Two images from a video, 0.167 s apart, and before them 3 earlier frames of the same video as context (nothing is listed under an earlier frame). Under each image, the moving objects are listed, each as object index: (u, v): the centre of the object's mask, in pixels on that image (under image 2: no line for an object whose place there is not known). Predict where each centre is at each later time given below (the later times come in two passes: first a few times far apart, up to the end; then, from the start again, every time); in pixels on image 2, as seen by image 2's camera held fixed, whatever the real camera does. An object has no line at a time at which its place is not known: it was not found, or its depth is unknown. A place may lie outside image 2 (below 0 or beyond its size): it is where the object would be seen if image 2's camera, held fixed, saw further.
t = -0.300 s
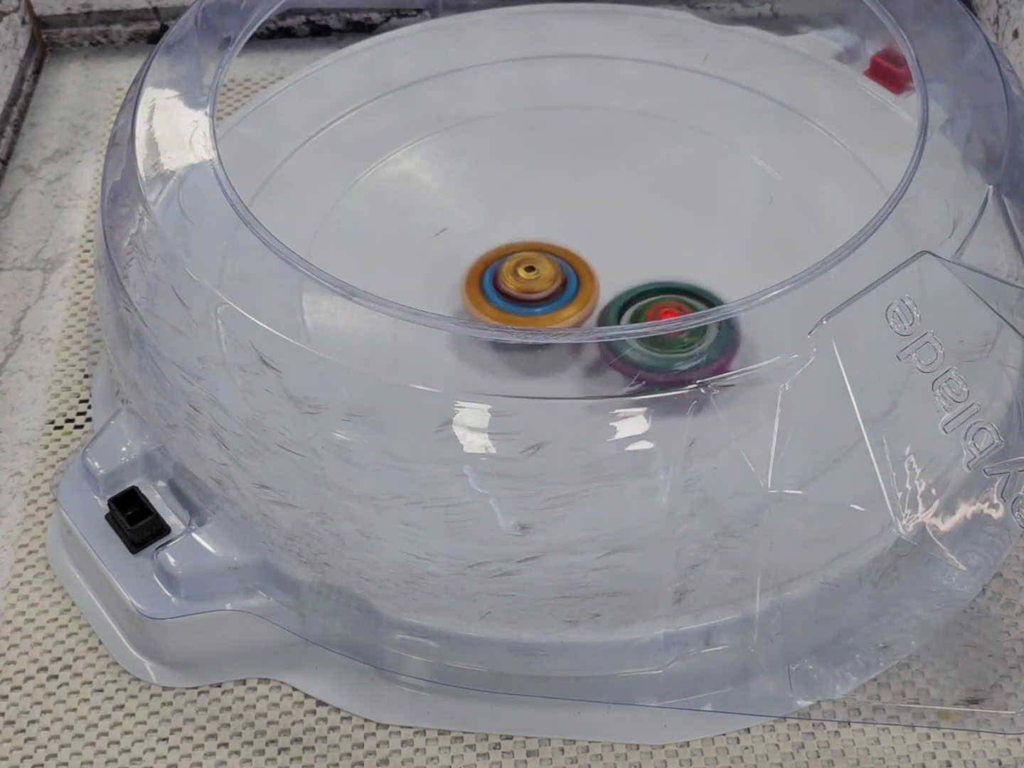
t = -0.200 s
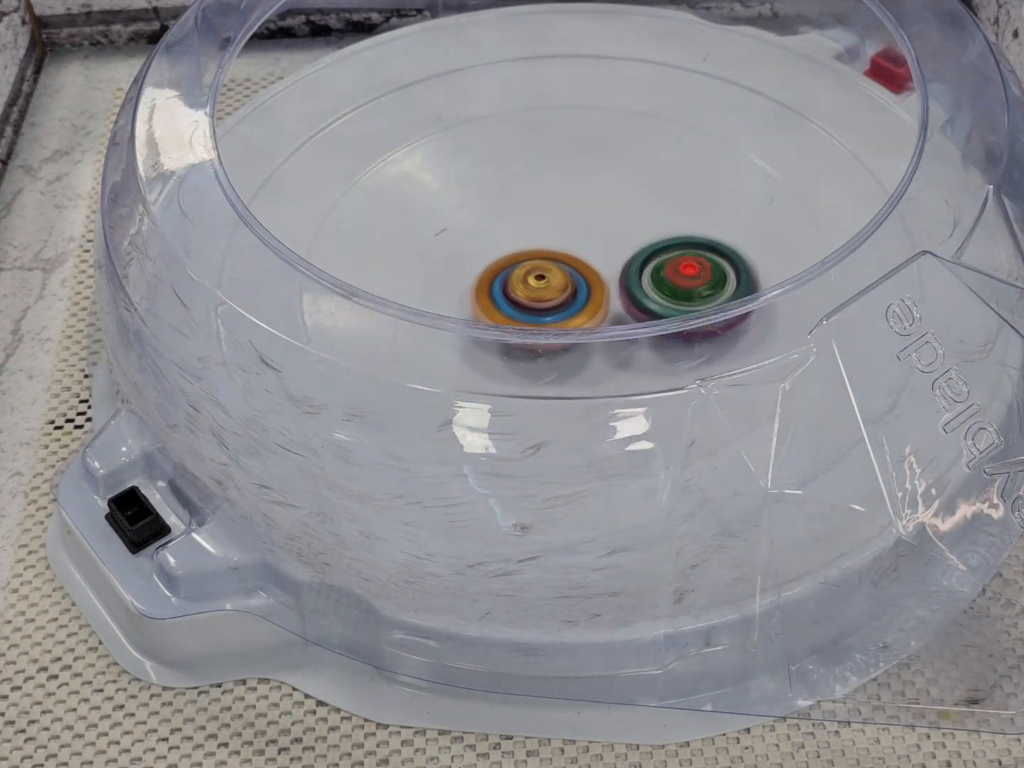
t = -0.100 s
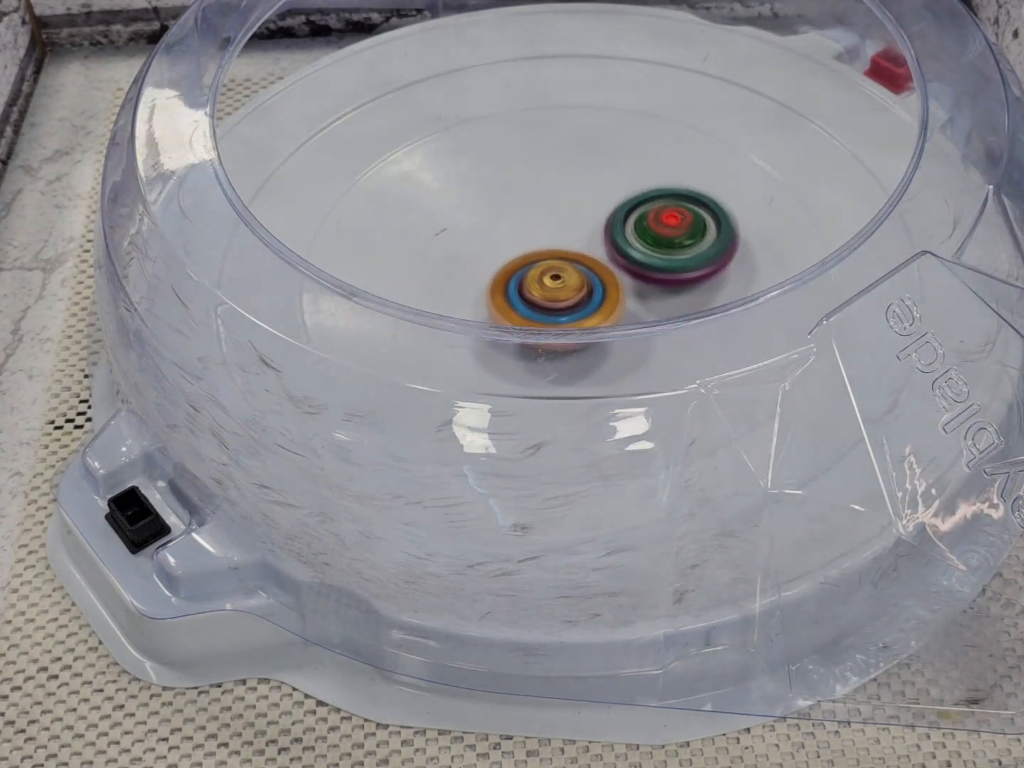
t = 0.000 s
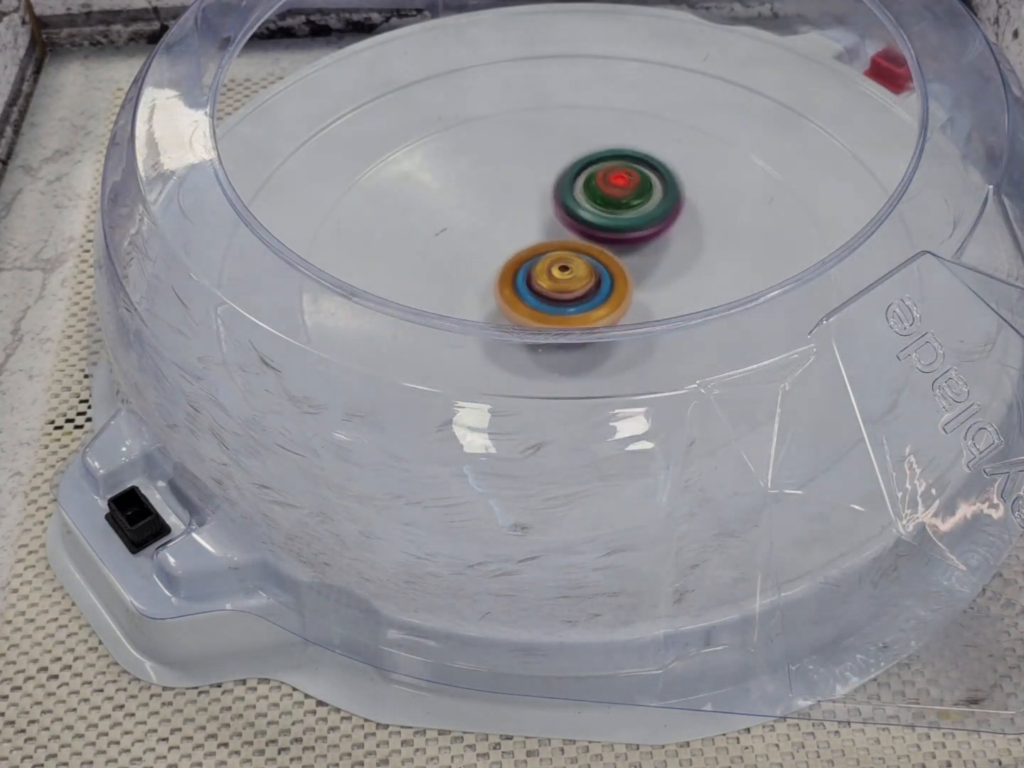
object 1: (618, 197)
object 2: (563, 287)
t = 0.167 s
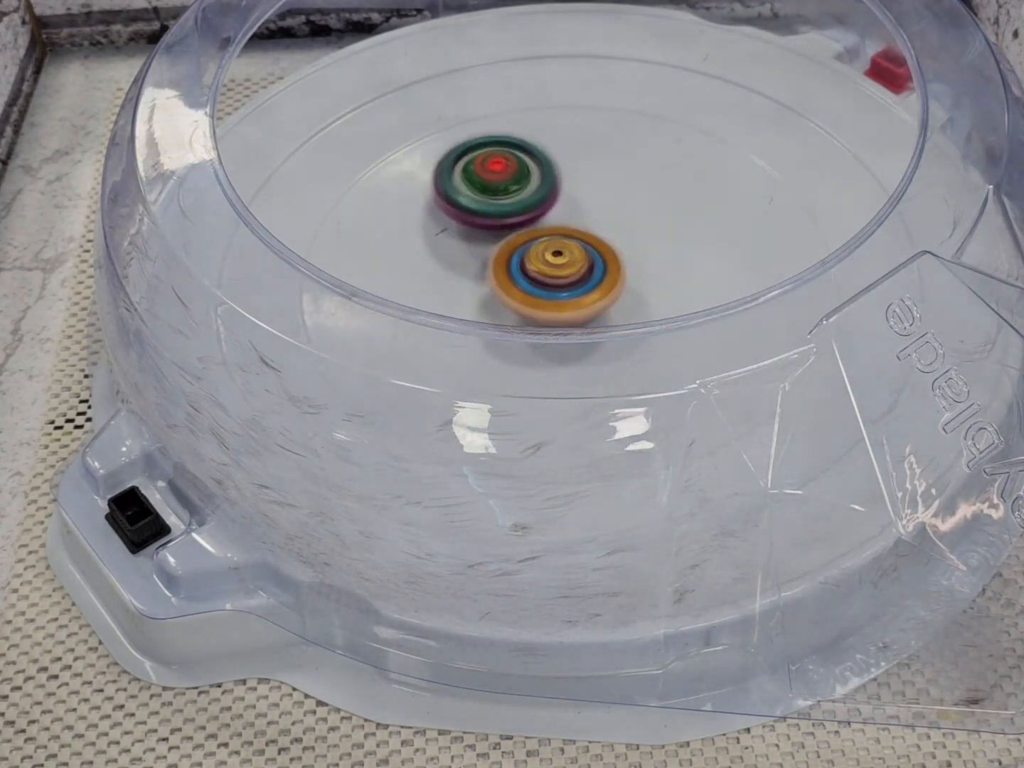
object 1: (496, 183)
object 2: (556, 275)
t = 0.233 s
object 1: (456, 195)
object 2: (549, 274)
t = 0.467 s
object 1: (403, 266)
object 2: (541, 275)
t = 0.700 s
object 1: (468, 345)
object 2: (559, 268)
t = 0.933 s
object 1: (612, 341)
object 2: (554, 243)
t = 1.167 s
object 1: (658, 240)
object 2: (518, 246)
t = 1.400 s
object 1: (577, 184)
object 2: (522, 277)
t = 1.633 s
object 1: (494, 188)
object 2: (578, 295)
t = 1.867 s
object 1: (491, 267)
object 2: (630, 273)
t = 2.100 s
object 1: (525, 309)
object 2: (667, 231)
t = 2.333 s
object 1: (589, 343)
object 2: (626, 172)
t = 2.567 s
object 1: (625, 311)
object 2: (535, 207)
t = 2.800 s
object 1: (702, 342)
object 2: (465, 204)
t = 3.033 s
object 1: (709, 324)
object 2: (491, 278)
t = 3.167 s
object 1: (680, 301)
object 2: (520, 286)
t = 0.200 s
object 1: (475, 188)
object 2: (552, 274)
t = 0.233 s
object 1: (456, 195)
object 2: (549, 274)
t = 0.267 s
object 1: (440, 204)
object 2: (547, 273)
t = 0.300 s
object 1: (426, 214)
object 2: (544, 273)
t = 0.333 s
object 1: (415, 225)
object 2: (543, 273)
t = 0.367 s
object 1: (407, 237)
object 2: (542, 273)
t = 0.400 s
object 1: (402, 249)
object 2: (540, 274)
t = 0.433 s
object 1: (400, 258)
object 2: (541, 275)
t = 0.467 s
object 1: (403, 266)
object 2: (541, 275)
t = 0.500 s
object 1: (402, 282)
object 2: (542, 275)
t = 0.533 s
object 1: (407, 295)
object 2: (545, 275)
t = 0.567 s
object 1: (415, 307)
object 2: (547, 275)
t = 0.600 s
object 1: (421, 326)
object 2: (550, 275)
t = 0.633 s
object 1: (435, 331)
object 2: (553, 273)
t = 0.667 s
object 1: (450, 339)
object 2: (555, 272)
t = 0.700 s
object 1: (468, 345)
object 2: (559, 268)
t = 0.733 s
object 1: (487, 349)
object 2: (561, 265)
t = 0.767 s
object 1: (506, 353)
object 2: (563, 261)
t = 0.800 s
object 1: (527, 360)
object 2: (563, 258)
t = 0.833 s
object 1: (550, 354)
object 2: (561, 253)
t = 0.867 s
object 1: (572, 351)
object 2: (560, 249)
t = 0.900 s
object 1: (593, 345)
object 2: (557, 246)
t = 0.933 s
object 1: (612, 341)
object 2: (554, 243)
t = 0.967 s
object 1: (629, 323)
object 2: (550, 241)
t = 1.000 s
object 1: (644, 311)
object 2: (545, 240)
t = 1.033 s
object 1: (650, 287)
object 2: (540, 240)
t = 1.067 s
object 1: (658, 279)
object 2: (535, 239)
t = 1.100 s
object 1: (664, 269)
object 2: (528, 240)
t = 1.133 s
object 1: (662, 254)
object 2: (523, 242)
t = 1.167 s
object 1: (658, 240)
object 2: (518, 246)
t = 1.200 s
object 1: (653, 227)
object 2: (514, 250)
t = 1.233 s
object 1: (643, 215)
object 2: (513, 254)
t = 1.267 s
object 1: (631, 206)
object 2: (512, 260)
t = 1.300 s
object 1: (620, 197)
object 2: (512, 265)
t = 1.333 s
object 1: (606, 191)
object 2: (515, 270)
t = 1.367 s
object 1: (591, 187)
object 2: (519, 274)
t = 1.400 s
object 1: (577, 184)
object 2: (522, 277)
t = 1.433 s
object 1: (562, 183)
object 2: (528, 280)
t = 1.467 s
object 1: (548, 184)
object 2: (536, 282)
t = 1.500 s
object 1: (537, 181)
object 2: (541, 287)
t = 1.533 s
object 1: (526, 177)
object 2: (547, 293)
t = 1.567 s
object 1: (514, 178)
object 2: (556, 295)
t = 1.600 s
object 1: (503, 182)
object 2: (567, 305)
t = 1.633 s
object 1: (494, 188)
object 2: (578, 295)
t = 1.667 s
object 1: (486, 197)
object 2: (588, 295)
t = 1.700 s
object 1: (481, 207)
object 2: (600, 293)
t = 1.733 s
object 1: (478, 218)
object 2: (609, 290)
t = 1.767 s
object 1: (478, 230)
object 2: (617, 286)
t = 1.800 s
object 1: (480, 243)
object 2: (623, 282)
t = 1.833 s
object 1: (485, 256)
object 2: (627, 278)
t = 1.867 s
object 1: (491, 267)
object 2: (630, 273)
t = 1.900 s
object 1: (484, 270)
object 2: (650, 270)
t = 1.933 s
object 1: (480, 273)
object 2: (664, 266)
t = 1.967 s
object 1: (482, 278)
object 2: (670, 261)
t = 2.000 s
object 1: (489, 283)
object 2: (673, 255)
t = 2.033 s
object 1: (499, 288)
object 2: (673, 247)
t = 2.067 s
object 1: (510, 303)
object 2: (670, 238)
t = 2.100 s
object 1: (525, 309)
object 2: (667, 231)
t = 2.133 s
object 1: (541, 314)
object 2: (660, 224)
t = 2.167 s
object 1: (558, 315)
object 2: (652, 219)
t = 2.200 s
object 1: (575, 315)
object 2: (643, 216)
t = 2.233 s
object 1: (591, 313)
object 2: (633, 212)
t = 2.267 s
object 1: (591, 324)
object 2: (634, 196)
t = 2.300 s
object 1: (592, 342)
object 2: (633, 181)
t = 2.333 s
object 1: (589, 343)
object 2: (626, 172)
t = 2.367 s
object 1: (591, 343)
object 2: (615, 169)
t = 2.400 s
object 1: (596, 341)
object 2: (601, 169)
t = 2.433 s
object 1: (602, 341)
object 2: (586, 172)
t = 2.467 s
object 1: (609, 326)
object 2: (572, 176)
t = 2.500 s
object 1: (616, 324)
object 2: (557, 184)
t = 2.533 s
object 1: (622, 317)
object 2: (545, 195)
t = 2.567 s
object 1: (625, 311)
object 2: (535, 207)
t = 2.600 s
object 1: (628, 304)
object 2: (527, 219)
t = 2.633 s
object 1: (627, 290)
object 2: (524, 231)
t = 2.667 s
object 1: (643, 308)
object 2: (510, 226)
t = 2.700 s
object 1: (667, 333)
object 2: (492, 211)
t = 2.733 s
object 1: (681, 337)
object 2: (478, 203)
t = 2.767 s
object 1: (694, 341)
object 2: (469, 200)
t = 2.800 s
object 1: (702, 342)
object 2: (465, 204)
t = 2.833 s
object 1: (718, 358)
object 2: (462, 212)
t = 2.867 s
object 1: (724, 356)
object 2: (462, 225)
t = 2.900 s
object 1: (728, 354)
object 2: (463, 237)
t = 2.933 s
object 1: (726, 342)
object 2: (466, 251)
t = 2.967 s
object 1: (722, 336)
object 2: (471, 263)
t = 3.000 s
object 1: (716, 328)
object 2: (481, 273)
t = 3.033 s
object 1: (709, 324)
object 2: (491, 278)
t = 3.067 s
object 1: (698, 312)
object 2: (503, 283)
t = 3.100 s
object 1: (688, 311)
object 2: (514, 286)
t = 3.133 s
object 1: (675, 305)
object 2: (526, 289)
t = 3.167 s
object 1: (680, 301)
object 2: (520, 286)
